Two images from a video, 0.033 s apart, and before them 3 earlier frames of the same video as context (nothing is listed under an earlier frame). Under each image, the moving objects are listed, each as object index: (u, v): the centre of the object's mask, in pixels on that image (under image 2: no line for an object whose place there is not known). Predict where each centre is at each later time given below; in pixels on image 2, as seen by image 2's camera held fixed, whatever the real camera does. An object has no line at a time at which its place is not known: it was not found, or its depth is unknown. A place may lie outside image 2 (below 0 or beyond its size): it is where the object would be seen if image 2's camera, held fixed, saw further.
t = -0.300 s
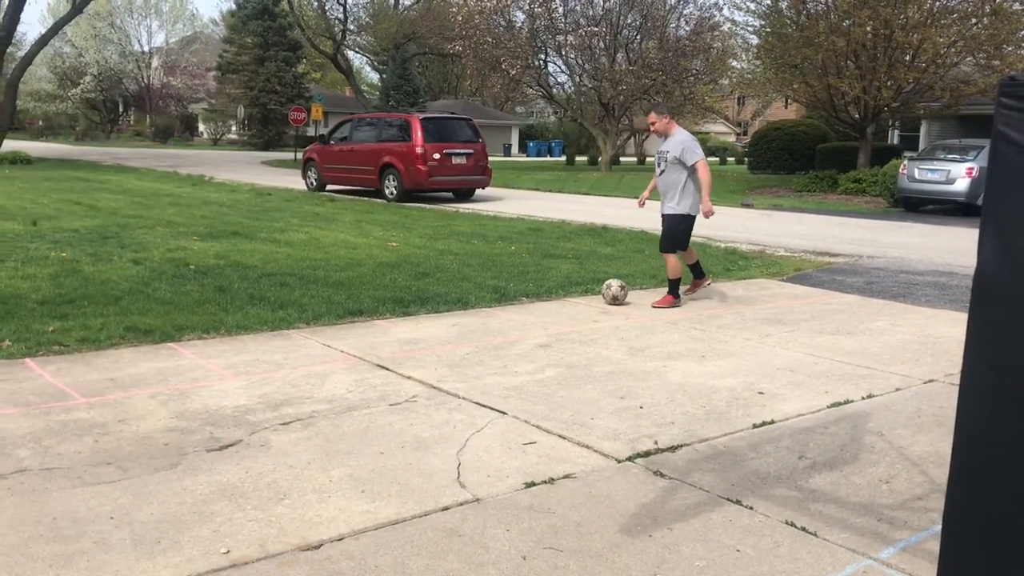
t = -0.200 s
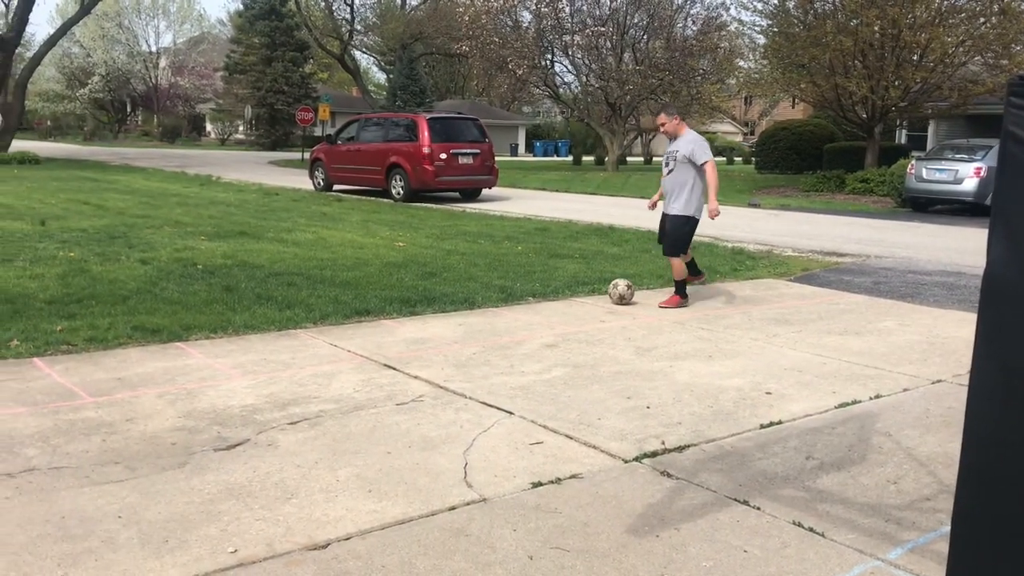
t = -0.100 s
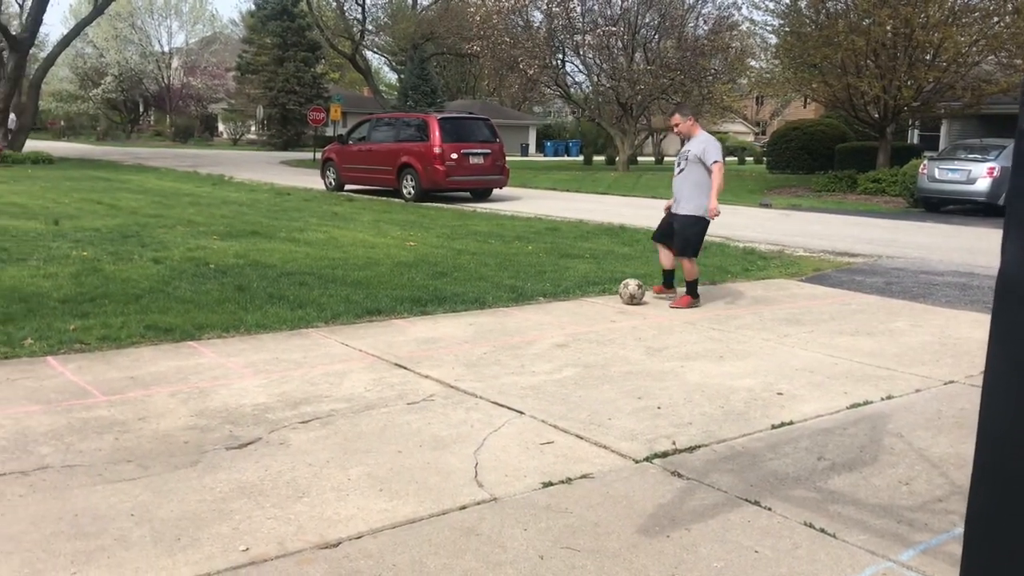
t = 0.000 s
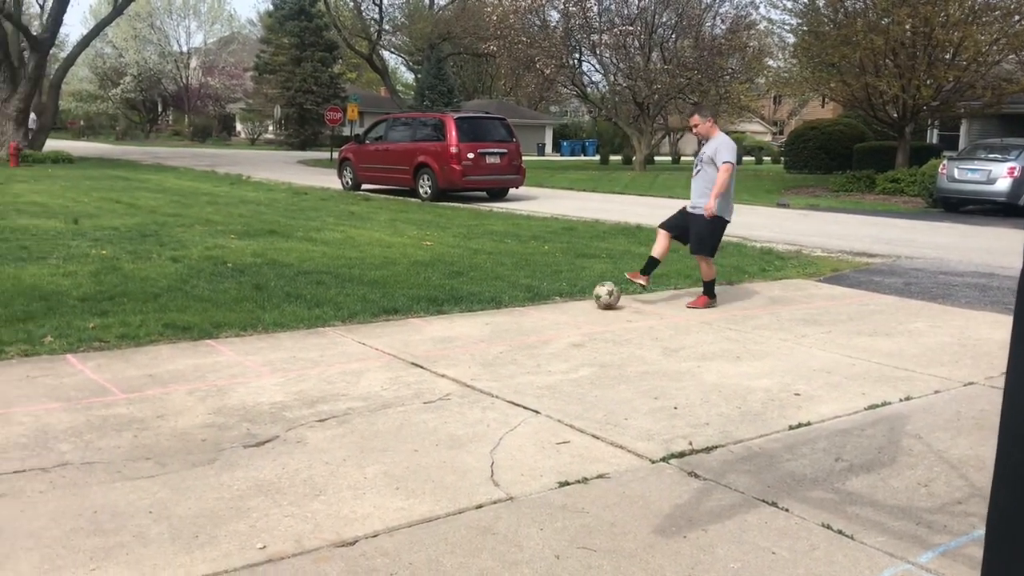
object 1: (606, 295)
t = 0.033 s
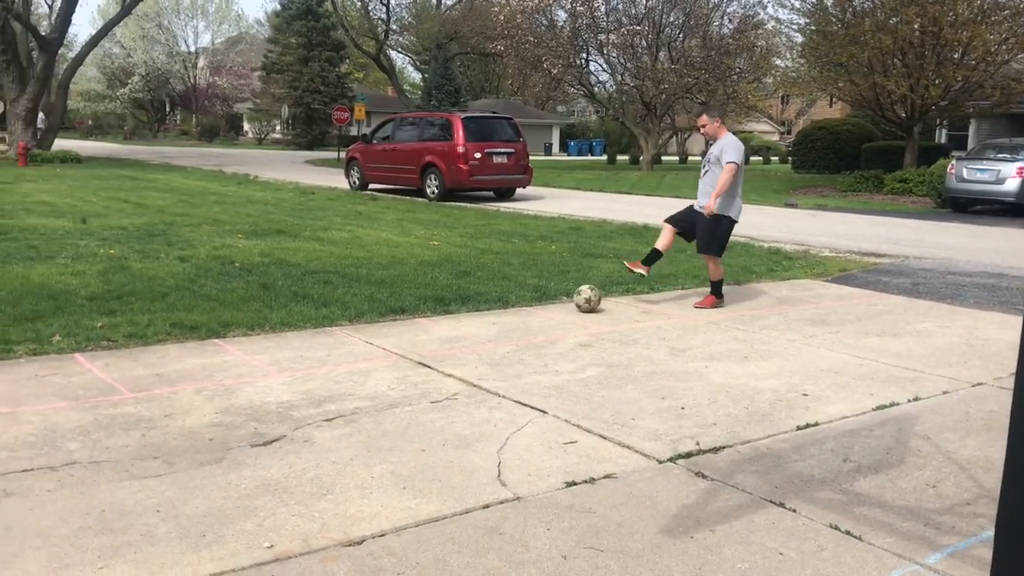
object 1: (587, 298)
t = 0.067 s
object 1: (561, 300)
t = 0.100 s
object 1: (535, 302)
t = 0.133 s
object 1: (508, 305)
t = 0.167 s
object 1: (481, 307)
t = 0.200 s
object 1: (454, 310)
